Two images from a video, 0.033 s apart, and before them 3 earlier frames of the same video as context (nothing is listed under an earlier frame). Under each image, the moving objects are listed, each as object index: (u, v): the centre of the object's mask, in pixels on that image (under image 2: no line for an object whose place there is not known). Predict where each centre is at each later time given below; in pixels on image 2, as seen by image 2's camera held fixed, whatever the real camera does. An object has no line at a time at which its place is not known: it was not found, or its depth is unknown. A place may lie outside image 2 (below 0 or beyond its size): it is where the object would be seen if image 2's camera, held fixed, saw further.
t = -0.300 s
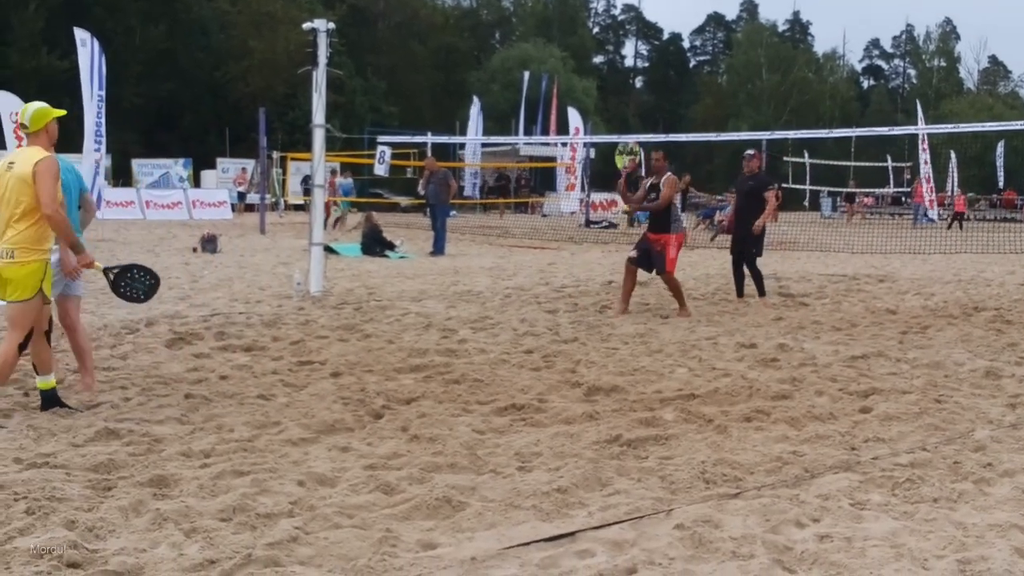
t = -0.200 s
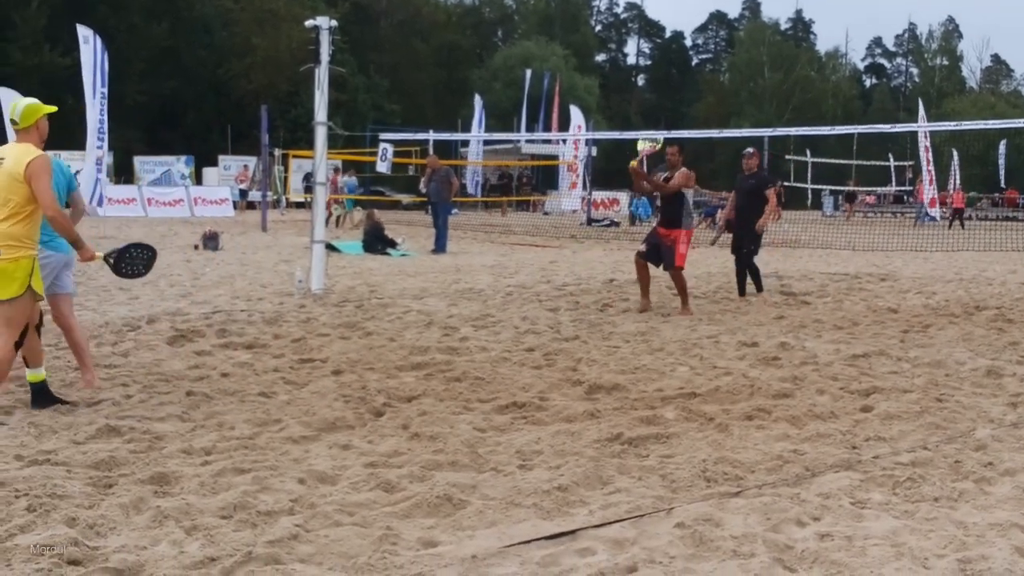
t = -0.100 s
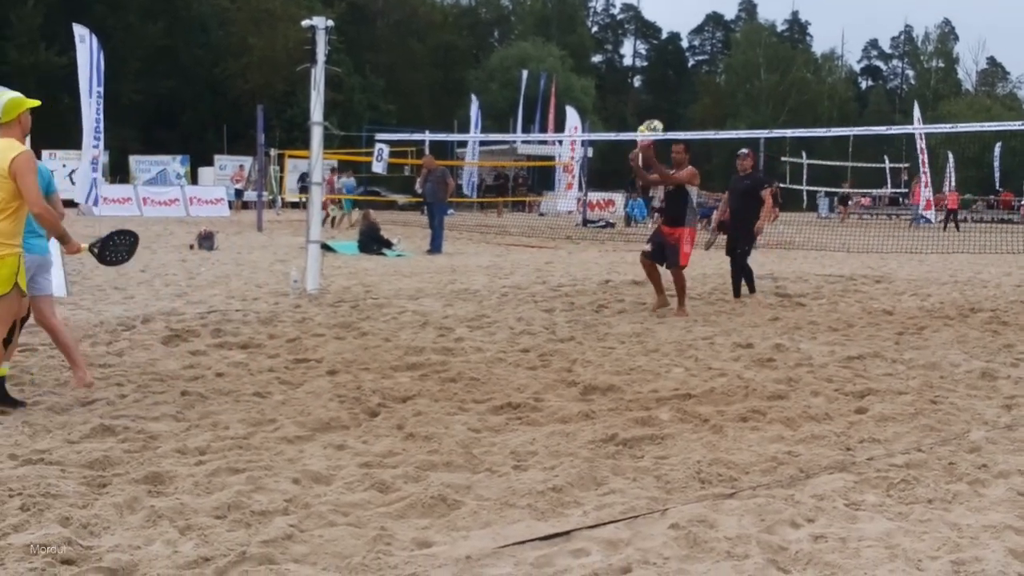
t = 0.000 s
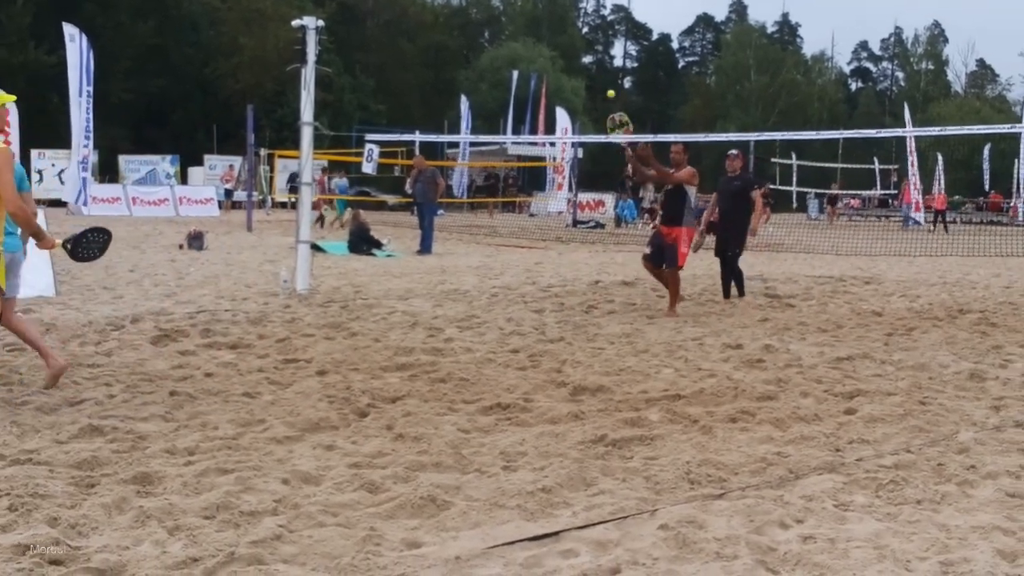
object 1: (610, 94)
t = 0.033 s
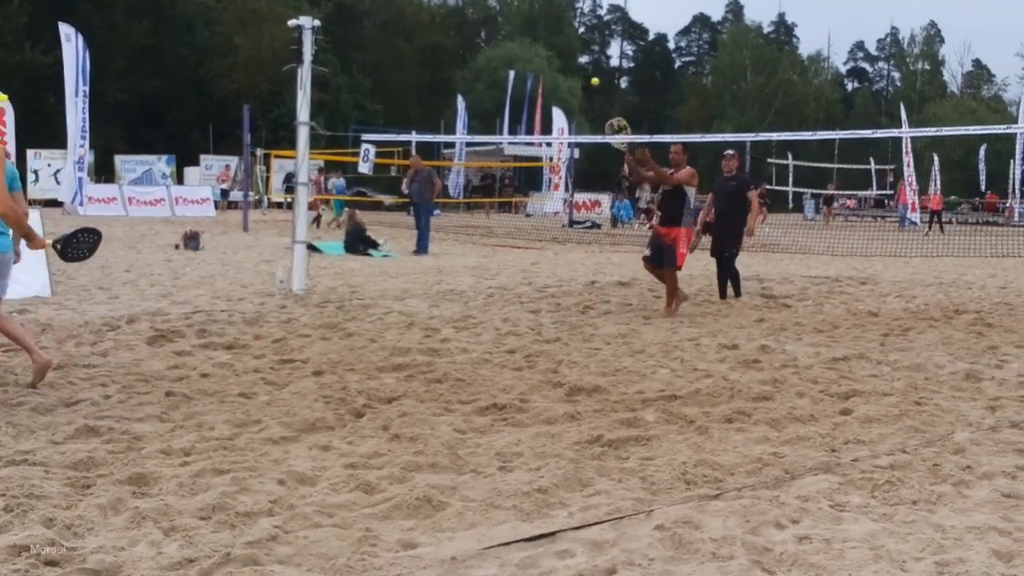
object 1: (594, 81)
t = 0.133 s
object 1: (555, 49)
